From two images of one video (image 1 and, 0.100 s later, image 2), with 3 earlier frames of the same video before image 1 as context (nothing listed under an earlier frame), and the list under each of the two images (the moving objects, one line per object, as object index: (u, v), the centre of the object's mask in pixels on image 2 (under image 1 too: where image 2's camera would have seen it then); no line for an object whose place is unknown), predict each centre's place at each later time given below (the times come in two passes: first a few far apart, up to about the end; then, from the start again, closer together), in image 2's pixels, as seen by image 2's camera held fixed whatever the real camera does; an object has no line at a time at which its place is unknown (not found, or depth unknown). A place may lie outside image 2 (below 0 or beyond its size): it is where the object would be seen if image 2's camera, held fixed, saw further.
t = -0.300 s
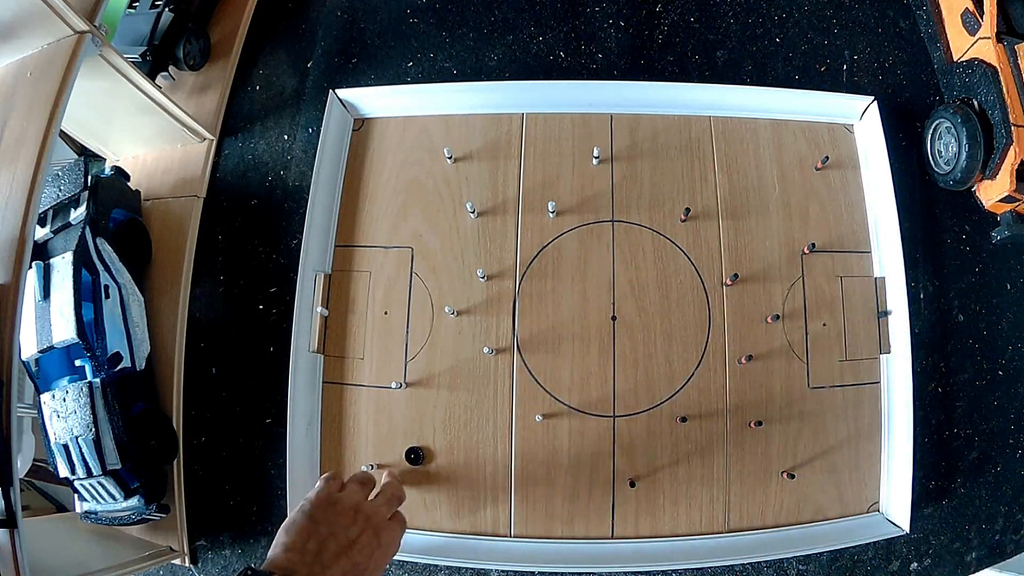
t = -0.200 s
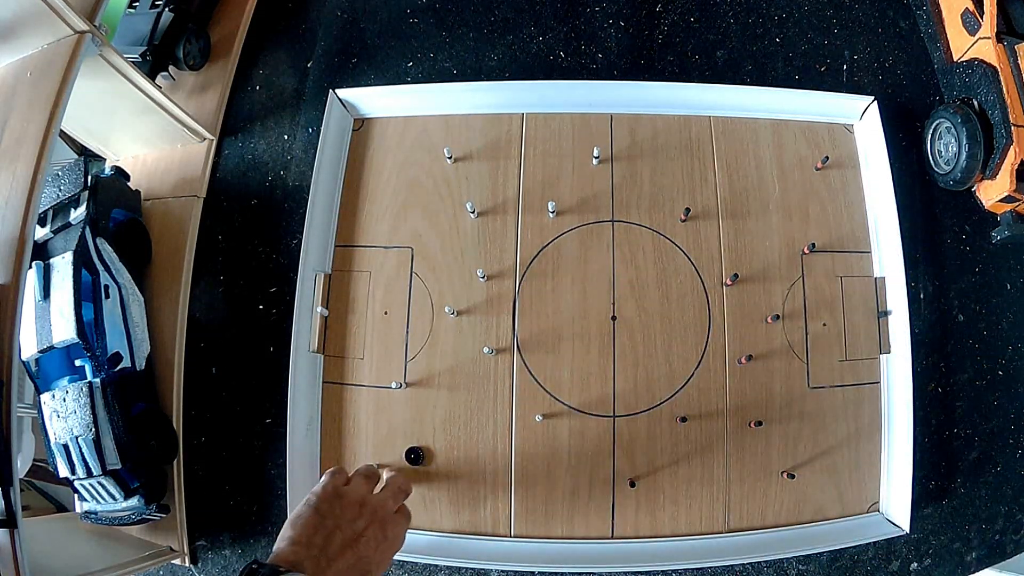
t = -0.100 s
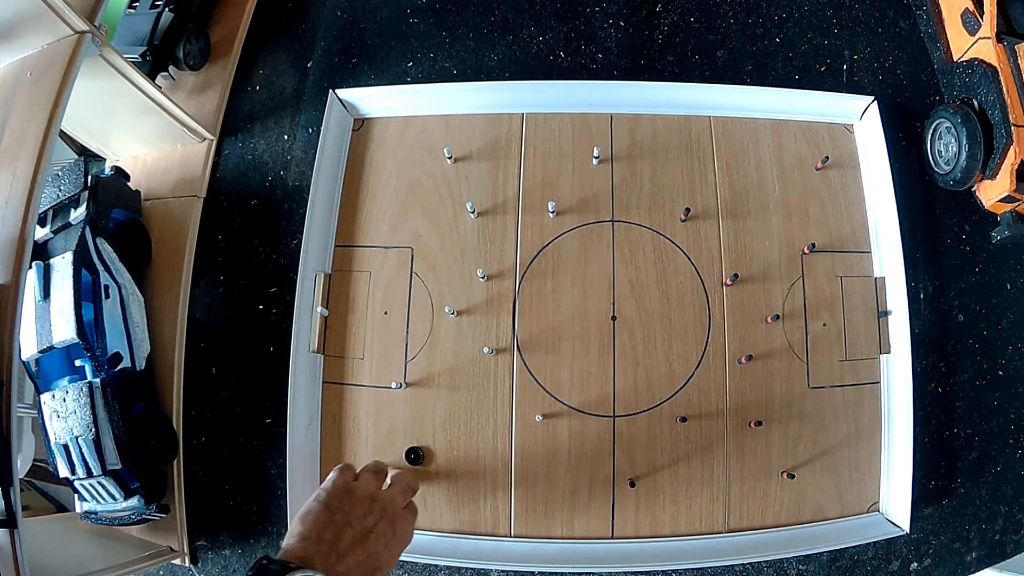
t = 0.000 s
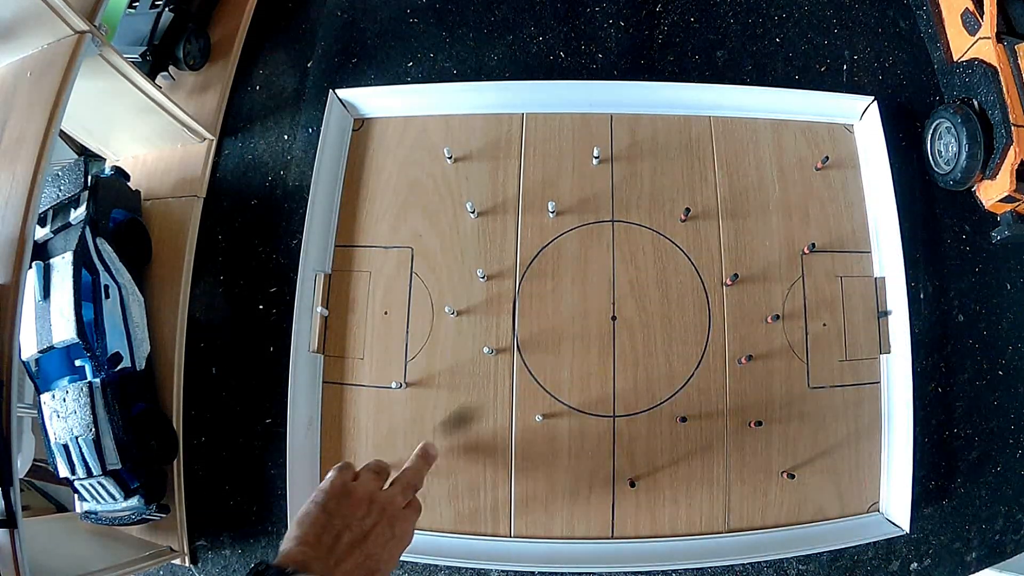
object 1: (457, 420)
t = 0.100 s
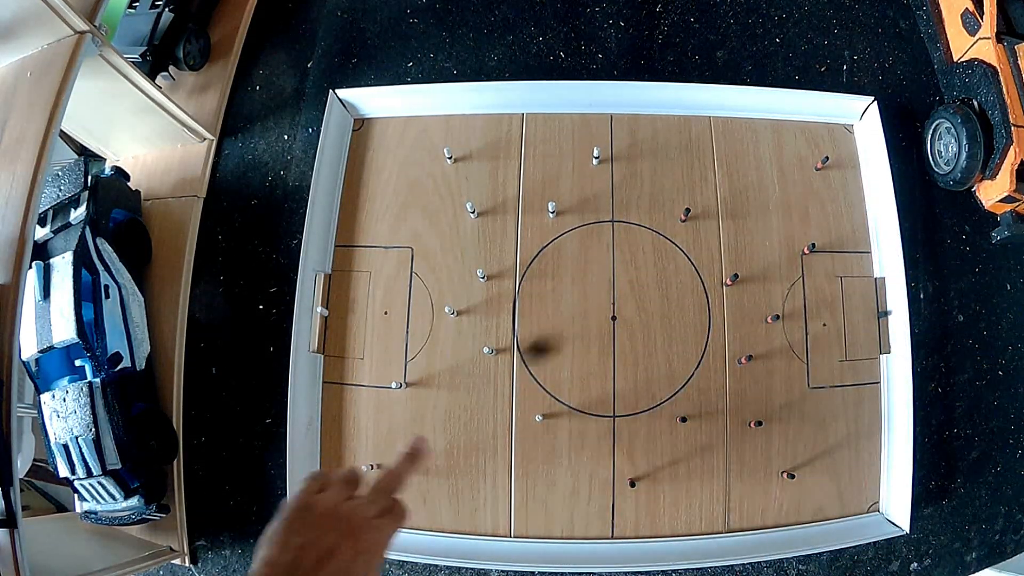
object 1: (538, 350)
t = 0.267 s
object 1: (608, 281)
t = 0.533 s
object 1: (614, 273)
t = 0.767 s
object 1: (614, 273)
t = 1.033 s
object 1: (614, 273)
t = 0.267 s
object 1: (608, 281)
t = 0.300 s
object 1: (612, 275)
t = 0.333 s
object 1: (614, 273)
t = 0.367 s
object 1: (614, 273)
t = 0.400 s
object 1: (614, 273)
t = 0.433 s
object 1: (614, 273)
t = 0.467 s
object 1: (614, 273)
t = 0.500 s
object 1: (614, 273)
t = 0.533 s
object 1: (614, 273)
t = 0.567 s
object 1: (614, 273)
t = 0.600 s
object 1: (614, 273)
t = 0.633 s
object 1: (614, 273)
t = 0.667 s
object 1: (614, 273)
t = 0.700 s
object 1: (614, 273)
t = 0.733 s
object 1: (614, 273)
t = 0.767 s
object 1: (614, 273)
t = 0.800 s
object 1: (614, 273)
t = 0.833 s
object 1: (614, 273)
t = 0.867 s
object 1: (614, 273)
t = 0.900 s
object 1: (614, 273)
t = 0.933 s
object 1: (614, 273)
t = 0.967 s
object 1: (614, 273)
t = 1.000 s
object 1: (614, 273)
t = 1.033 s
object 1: (614, 273)
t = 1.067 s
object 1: (614, 273)
